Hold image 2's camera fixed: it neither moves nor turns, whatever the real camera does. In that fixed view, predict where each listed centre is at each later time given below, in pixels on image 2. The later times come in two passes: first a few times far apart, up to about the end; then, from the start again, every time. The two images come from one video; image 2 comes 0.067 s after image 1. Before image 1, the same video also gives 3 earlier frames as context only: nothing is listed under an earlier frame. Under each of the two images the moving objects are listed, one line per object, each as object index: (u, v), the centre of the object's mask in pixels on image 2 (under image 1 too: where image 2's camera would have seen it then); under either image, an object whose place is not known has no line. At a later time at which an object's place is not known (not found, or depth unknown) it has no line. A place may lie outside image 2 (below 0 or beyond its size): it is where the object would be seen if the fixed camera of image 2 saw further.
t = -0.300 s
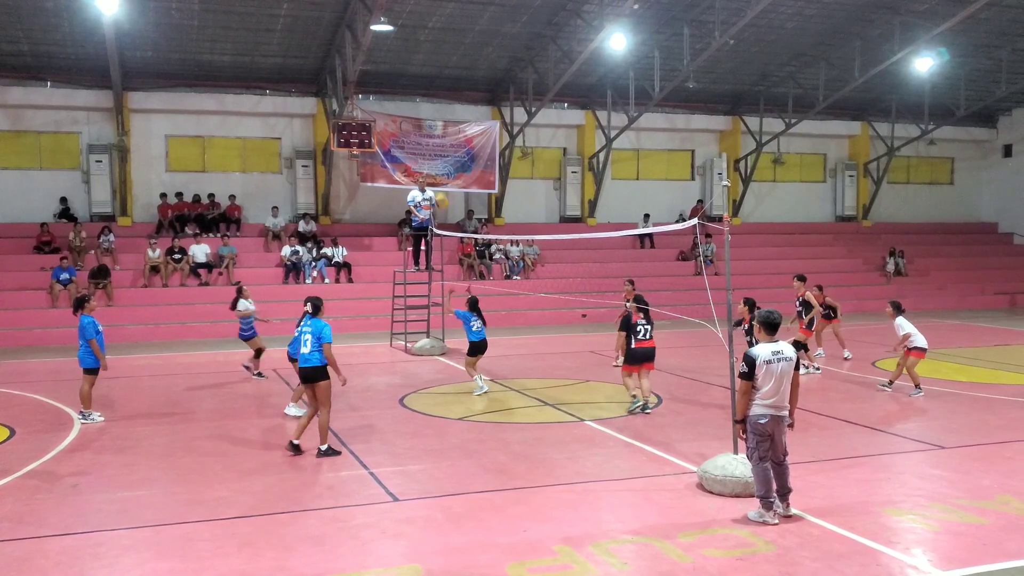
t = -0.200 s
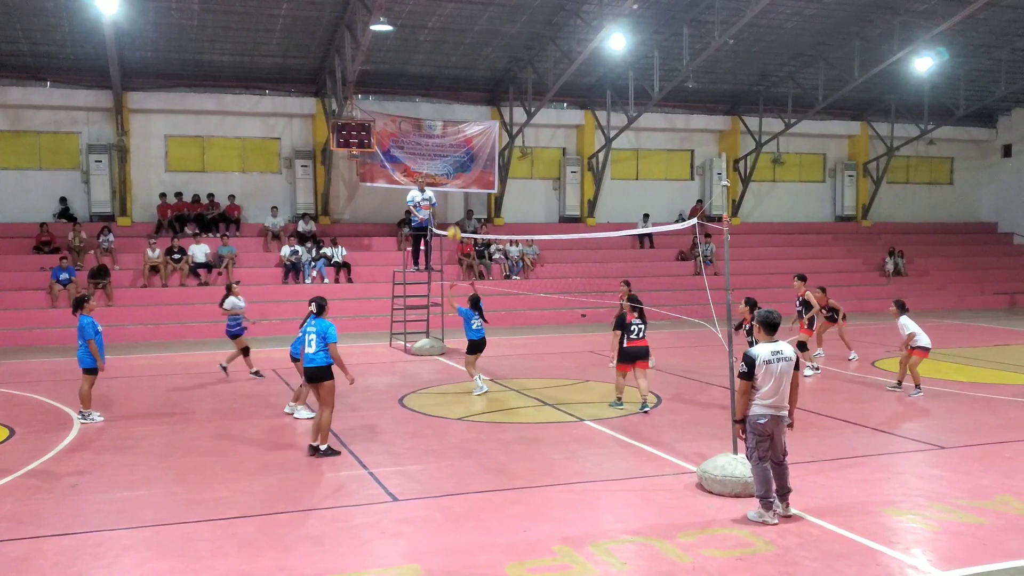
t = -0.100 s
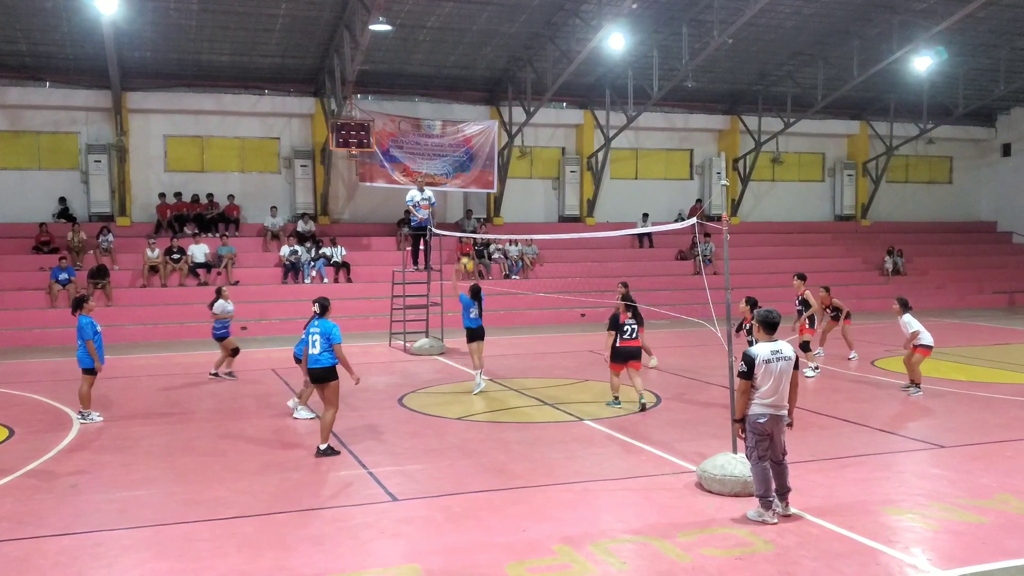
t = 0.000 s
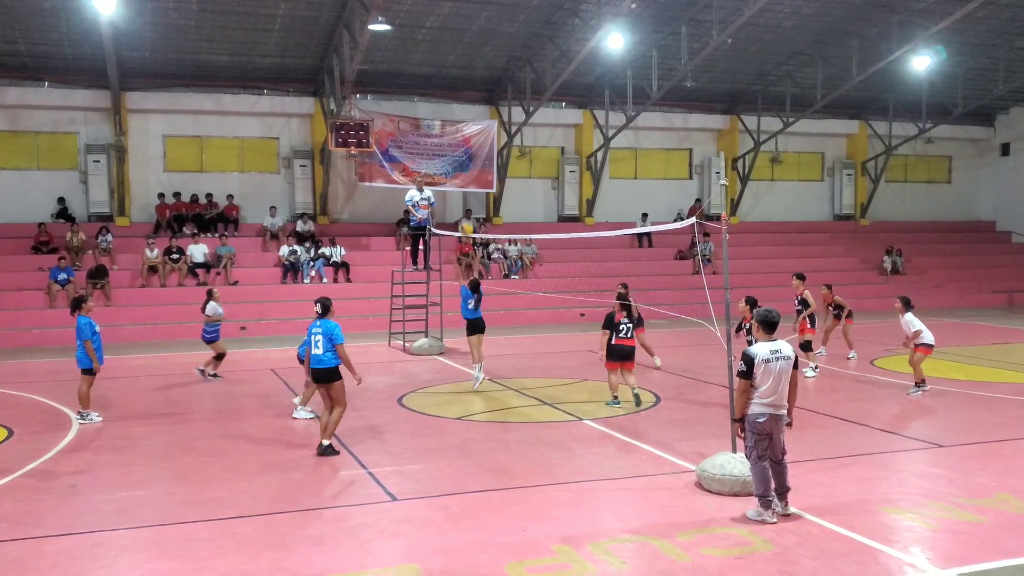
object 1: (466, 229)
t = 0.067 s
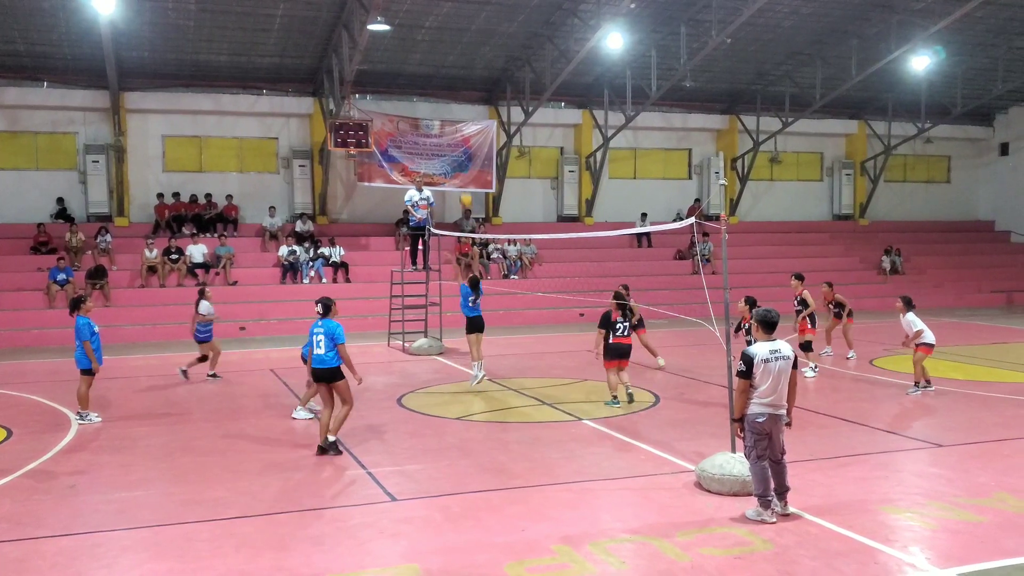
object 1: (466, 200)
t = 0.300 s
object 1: (465, 125)
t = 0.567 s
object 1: (465, 85)
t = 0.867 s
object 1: (466, 103)
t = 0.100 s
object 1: (466, 186)
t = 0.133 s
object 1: (465, 173)
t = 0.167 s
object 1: (464, 162)
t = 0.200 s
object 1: (465, 153)
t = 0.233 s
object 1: (465, 143)
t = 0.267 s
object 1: (465, 135)
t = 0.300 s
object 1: (465, 125)
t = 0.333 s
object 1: (465, 118)
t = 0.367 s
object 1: (465, 111)
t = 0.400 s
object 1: (465, 104)
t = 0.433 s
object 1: (465, 99)
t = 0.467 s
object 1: (465, 95)
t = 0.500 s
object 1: (465, 91)
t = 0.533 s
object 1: (465, 88)
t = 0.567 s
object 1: (465, 85)
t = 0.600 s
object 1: (465, 85)
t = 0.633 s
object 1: (465, 84)
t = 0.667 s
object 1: (466, 84)
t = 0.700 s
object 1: (466, 85)
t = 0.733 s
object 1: (466, 87)
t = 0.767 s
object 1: (466, 90)
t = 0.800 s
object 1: (467, 94)
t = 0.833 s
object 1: (467, 98)
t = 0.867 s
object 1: (466, 103)
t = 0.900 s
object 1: (466, 109)
